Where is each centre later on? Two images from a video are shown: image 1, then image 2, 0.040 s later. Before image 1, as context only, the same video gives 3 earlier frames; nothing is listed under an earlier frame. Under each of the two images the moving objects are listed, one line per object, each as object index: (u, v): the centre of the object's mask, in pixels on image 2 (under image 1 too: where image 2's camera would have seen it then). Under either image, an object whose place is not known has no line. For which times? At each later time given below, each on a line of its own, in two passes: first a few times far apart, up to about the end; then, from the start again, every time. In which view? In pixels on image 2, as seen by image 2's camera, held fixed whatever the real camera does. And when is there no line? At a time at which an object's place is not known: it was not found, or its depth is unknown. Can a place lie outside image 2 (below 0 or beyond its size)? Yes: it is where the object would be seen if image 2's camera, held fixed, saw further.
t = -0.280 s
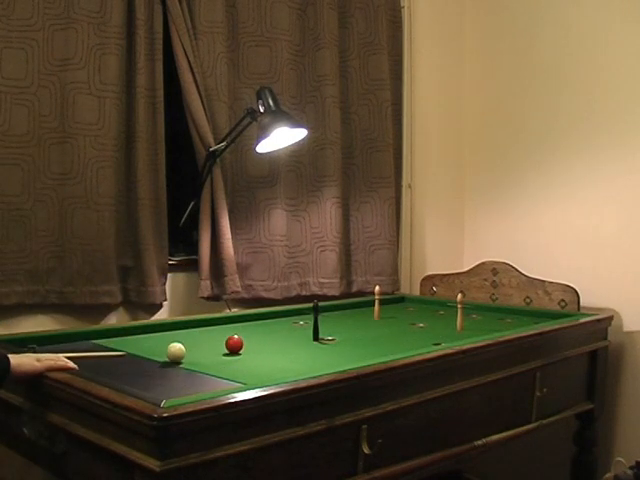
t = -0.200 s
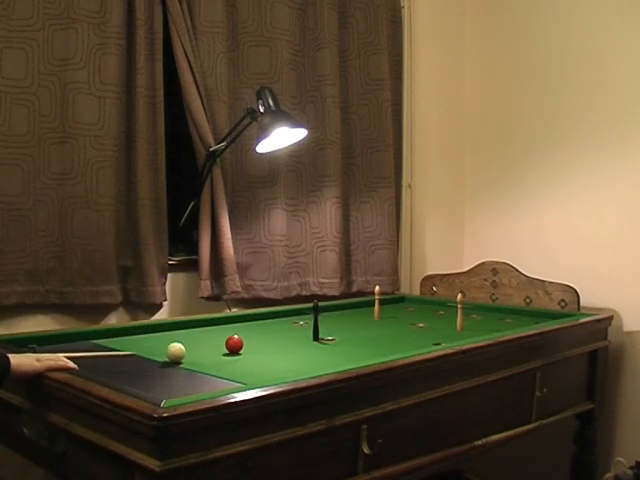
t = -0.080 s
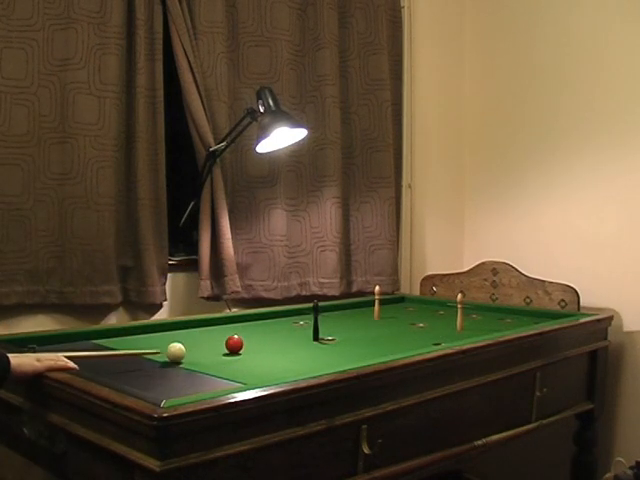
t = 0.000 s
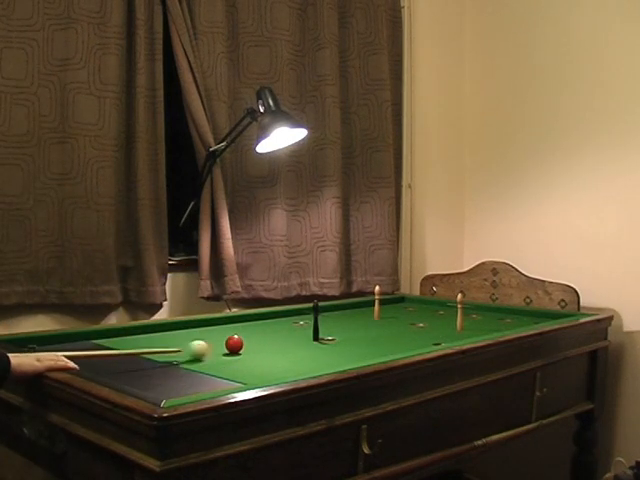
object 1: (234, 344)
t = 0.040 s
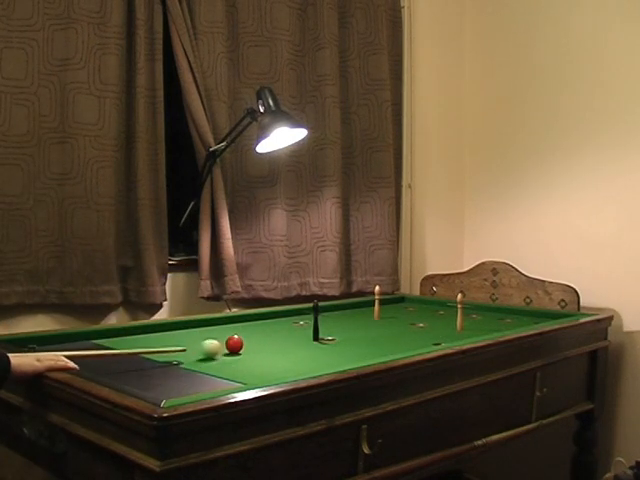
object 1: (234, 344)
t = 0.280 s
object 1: (246, 339)
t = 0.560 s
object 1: (260, 333)
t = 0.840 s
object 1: (272, 327)
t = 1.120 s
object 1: (283, 323)
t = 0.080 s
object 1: (237, 343)
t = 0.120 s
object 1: (240, 339)
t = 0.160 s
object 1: (236, 337)
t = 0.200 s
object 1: (238, 339)
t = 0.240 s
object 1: (243, 340)
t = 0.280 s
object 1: (246, 339)
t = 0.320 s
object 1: (247, 338)
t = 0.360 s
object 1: (250, 337)
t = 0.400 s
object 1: (252, 336)
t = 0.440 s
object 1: (254, 335)
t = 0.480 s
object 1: (256, 335)
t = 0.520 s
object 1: (258, 334)
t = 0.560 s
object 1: (260, 333)
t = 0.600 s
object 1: (262, 332)
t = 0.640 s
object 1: (263, 331)
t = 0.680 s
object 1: (265, 330)
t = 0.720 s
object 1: (267, 330)
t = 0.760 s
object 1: (269, 329)
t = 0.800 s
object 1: (271, 328)
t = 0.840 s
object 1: (272, 327)
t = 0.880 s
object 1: (274, 327)
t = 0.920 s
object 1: (275, 326)
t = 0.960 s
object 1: (277, 326)
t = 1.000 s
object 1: (278, 325)
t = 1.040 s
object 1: (280, 324)
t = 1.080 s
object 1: (281, 323)
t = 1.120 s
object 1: (283, 323)
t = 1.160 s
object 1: (284, 323)
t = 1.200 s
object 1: (285, 322)
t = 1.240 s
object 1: (287, 321)
